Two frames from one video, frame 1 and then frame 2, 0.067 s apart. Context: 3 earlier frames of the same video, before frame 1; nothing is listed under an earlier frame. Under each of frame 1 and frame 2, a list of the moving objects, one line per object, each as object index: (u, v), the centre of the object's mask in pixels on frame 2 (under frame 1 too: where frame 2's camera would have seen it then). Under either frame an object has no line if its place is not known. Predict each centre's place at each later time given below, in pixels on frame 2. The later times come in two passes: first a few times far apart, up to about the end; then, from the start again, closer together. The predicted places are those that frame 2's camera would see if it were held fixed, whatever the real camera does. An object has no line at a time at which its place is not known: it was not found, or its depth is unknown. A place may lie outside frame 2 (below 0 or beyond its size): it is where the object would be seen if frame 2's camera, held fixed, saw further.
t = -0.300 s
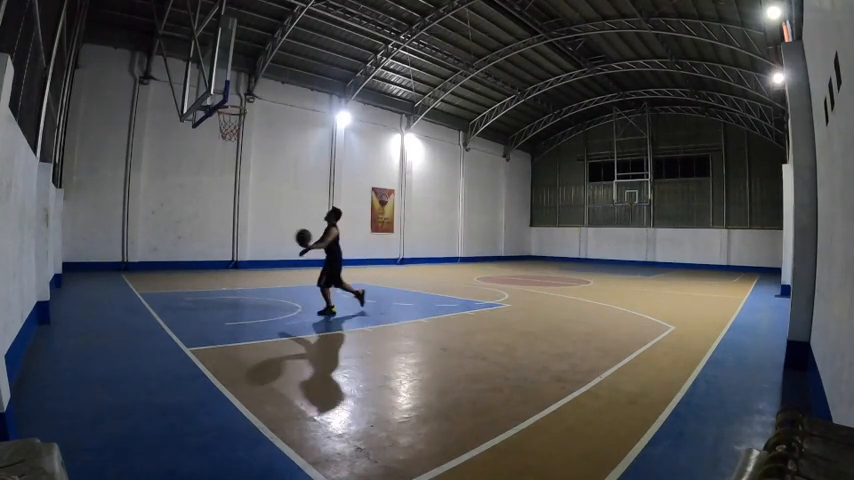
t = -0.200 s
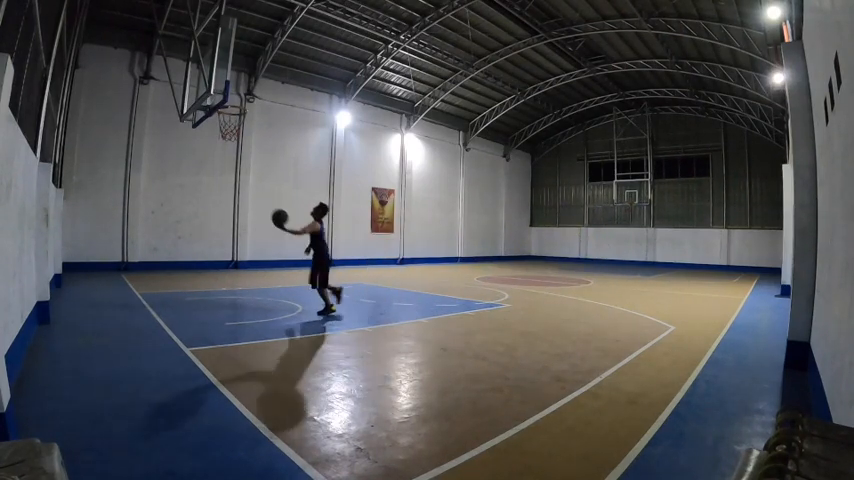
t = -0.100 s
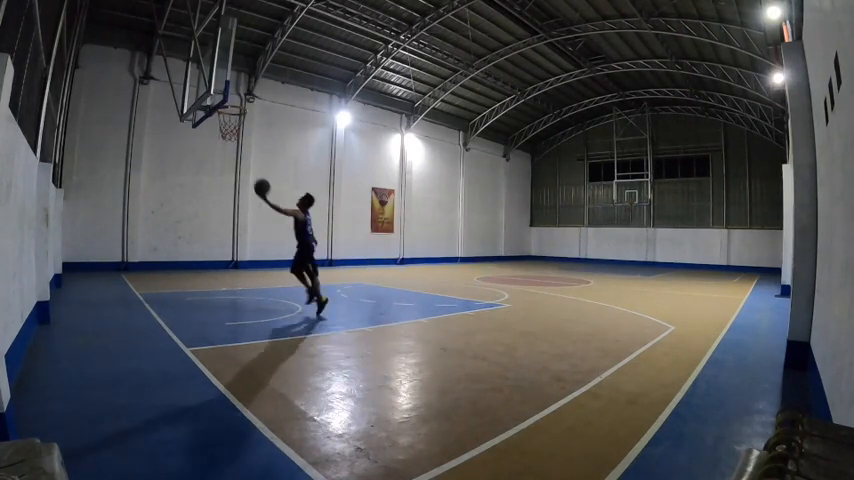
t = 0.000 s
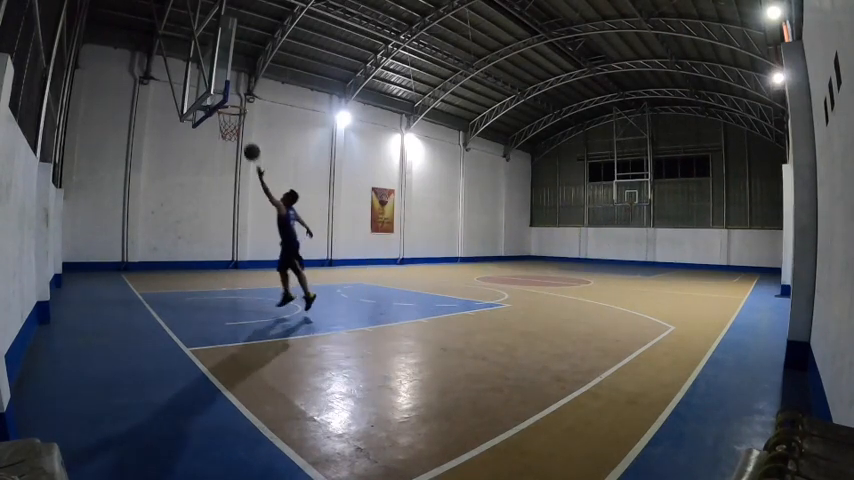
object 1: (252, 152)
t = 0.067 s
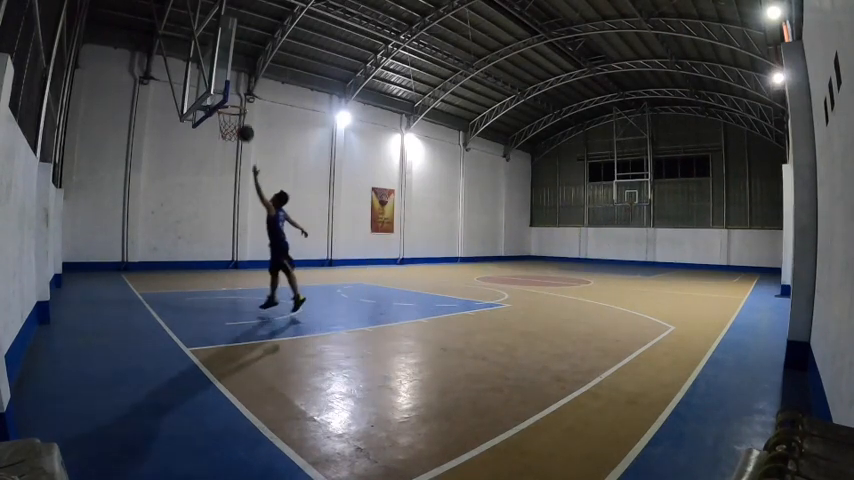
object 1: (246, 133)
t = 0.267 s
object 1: (230, 100)
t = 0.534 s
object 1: (233, 95)
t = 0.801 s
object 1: (237, 129)
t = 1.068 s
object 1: (235, 164)
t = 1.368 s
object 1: (232, 254)
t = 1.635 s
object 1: (231, 254)
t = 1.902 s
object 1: (229, 204)
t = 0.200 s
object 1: (234, 106)
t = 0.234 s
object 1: (232, 102)
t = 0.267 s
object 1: (230, 100)
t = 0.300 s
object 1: (230, 95)
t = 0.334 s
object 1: (230, 92)
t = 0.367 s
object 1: (230, 91)
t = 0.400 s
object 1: (231, 90)
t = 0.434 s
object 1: (232, 90)
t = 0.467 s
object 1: (232, 91)
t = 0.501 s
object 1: (233, 93)
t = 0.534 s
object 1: (233, 95)
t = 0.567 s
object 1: (233, 98)
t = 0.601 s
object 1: (235, 100)
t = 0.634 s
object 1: (234, 104)
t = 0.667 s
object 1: (235, 109)
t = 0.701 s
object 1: (235, 114)
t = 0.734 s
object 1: (236, 120)
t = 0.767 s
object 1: (236, 126)
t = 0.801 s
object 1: (237, 129)
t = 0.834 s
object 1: (236, 132)
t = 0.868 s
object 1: (236, 135)
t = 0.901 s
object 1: (236, 138)
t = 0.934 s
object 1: (236, 142)
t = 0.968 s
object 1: (236, 147)
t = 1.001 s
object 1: (235, 152)
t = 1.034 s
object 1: (235, 157)
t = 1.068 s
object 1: (235, 164)
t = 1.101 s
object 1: (234, 171)
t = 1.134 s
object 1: (234, 179)
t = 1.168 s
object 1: (233, 188)
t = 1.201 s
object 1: (233, 197)
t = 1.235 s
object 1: (233, 207)
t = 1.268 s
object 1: (232, 218)
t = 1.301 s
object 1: (232, 229)
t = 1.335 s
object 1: (232, 241)
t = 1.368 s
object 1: (232, 254)
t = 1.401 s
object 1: (231, 267)
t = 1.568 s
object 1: (231, 274)
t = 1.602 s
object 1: (231, 264)
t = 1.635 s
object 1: (231, 254)
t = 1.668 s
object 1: (230, 246)
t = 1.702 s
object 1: (230, 238)
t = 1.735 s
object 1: (230, 230)
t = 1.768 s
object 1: (230, 224)
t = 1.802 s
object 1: (230, 218)
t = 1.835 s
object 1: (229, 213)
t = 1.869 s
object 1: (229, 208)
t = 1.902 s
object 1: (229, 204)
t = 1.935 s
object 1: (229, 201)
